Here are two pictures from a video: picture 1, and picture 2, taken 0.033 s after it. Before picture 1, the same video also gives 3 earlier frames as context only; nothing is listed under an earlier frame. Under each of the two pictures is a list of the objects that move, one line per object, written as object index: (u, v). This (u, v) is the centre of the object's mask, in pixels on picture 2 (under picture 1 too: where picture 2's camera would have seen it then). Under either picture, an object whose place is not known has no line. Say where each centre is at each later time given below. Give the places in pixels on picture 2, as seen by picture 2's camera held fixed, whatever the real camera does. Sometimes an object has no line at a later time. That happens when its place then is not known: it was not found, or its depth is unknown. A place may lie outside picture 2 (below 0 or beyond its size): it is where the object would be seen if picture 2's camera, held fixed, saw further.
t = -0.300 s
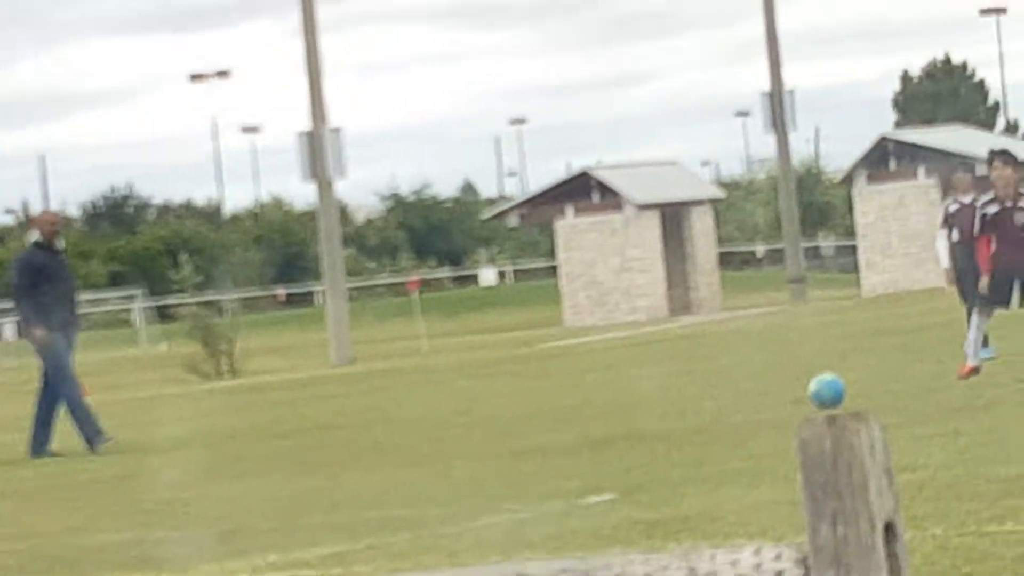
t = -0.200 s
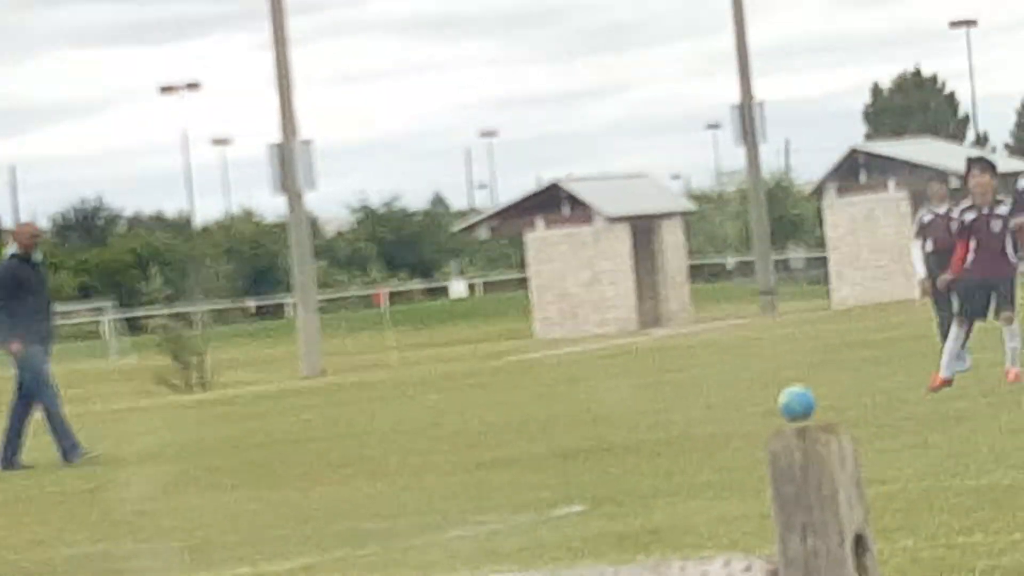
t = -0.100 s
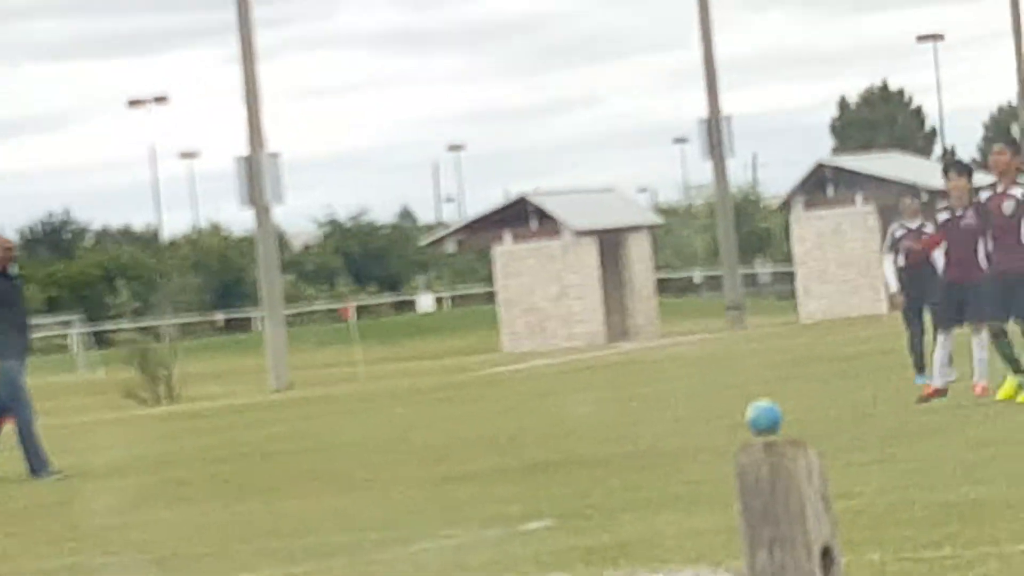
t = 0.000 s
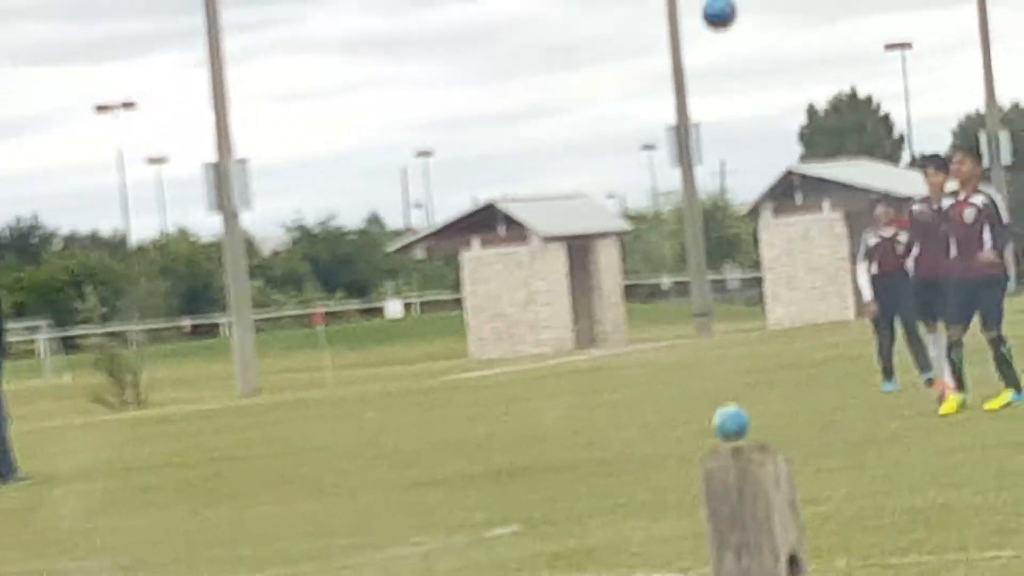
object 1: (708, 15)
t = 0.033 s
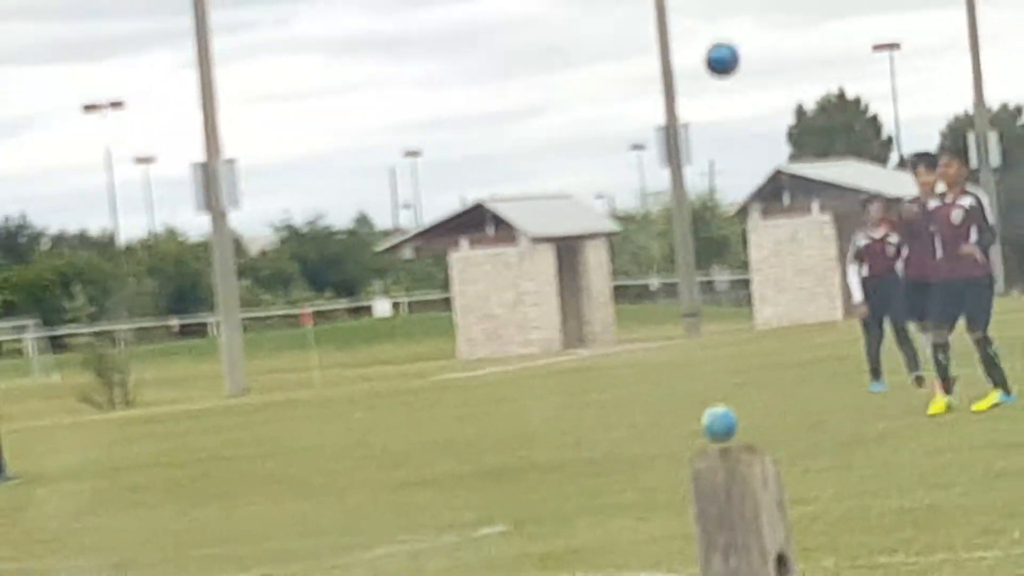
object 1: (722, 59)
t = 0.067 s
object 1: (736, 105)
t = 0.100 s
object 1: (751, 153)
